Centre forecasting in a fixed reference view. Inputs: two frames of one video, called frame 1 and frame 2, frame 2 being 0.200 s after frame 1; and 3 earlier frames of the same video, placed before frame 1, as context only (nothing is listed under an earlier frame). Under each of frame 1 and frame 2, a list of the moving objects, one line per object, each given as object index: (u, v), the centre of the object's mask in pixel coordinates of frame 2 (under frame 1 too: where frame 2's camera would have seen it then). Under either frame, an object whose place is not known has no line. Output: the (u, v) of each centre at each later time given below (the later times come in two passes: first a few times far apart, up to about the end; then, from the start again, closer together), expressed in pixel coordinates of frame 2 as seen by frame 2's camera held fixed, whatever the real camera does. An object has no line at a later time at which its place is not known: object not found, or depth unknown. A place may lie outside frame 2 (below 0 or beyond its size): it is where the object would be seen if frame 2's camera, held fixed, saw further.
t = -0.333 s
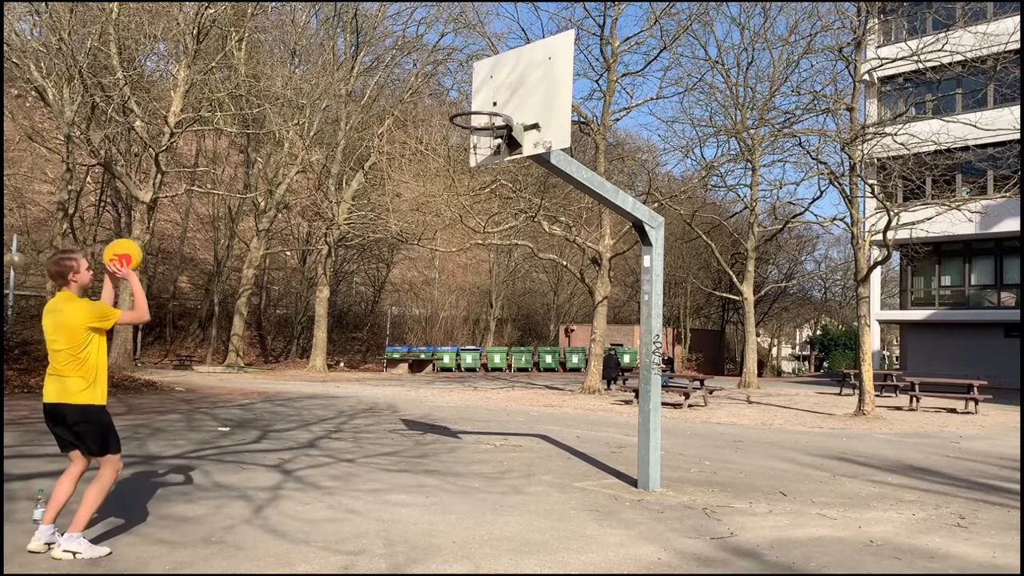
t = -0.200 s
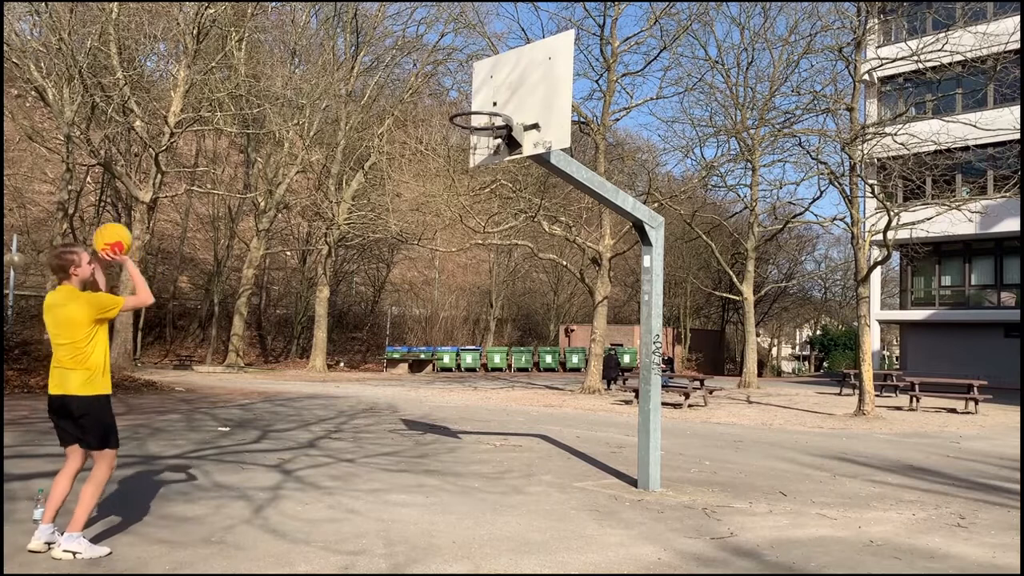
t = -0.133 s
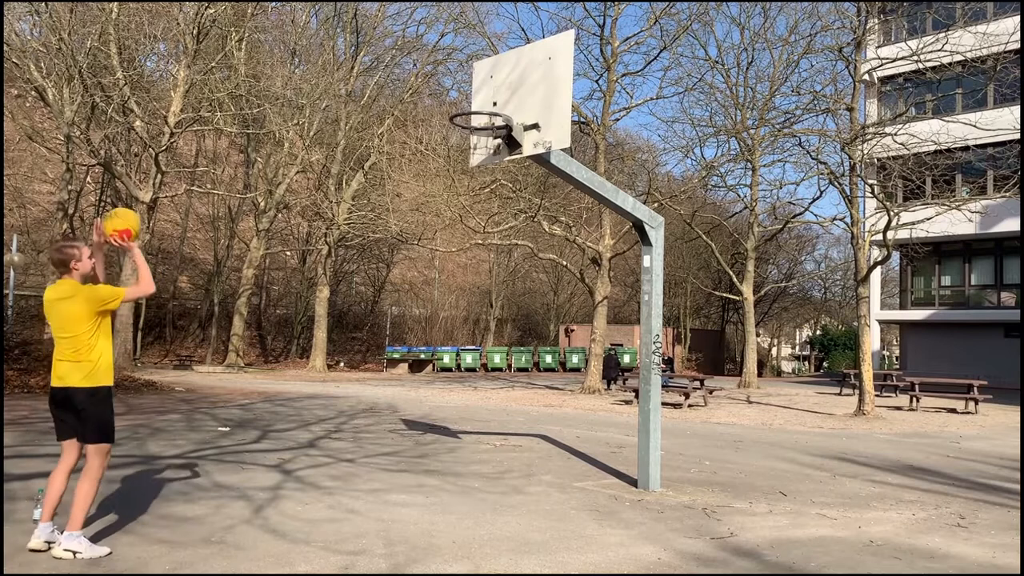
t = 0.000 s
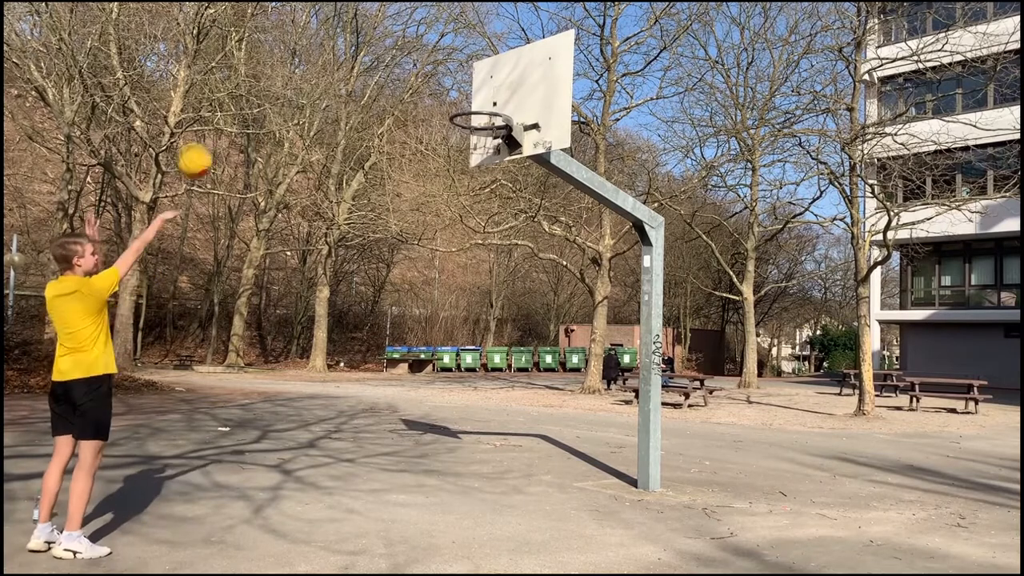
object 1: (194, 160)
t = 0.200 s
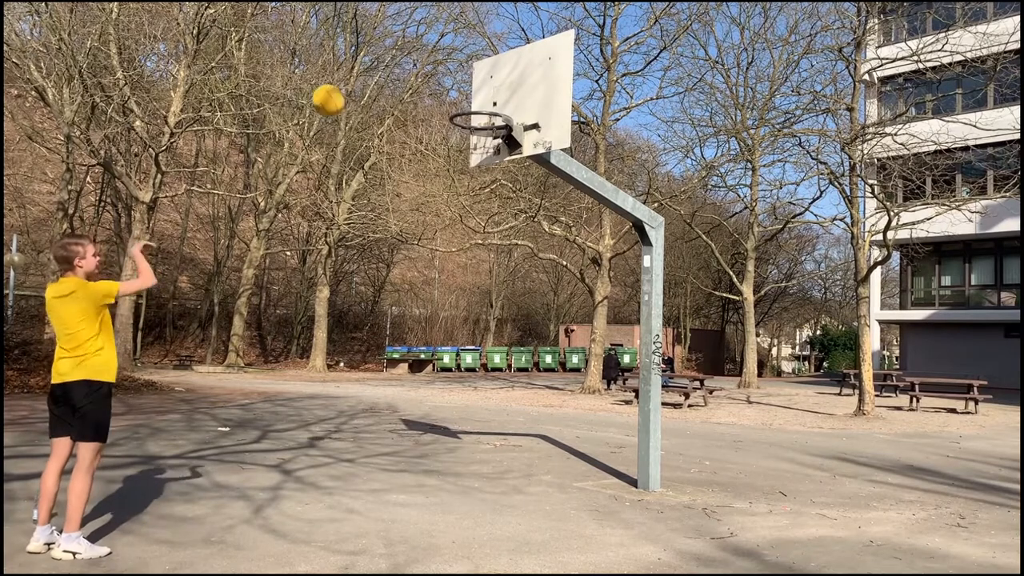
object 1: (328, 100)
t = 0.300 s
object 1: (384, 95)
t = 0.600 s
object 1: (427, 156)
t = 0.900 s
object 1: (346, 369)
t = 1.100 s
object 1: (283, 496)
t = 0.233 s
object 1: (347, 97)
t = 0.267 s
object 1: (366, 95)
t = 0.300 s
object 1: (384, 95)
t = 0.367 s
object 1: (418, 100)
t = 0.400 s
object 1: (434, 104)
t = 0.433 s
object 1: (450, 109)
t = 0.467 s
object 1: (454, 115)
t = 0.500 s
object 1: (447, 123)
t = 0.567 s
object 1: (434, 142)
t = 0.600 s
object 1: (427, 156)
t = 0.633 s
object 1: (420, 170)
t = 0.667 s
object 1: (412, 187)
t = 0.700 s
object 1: (404, 205)
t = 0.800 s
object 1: (378, 275)
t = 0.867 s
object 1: (357, 335)
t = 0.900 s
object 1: (346, 369)
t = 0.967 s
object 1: (322, 447)
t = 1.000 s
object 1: (309, 492)
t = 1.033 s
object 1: (295, 541)
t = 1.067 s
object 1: (288, 535)
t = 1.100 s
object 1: (283, 496)
